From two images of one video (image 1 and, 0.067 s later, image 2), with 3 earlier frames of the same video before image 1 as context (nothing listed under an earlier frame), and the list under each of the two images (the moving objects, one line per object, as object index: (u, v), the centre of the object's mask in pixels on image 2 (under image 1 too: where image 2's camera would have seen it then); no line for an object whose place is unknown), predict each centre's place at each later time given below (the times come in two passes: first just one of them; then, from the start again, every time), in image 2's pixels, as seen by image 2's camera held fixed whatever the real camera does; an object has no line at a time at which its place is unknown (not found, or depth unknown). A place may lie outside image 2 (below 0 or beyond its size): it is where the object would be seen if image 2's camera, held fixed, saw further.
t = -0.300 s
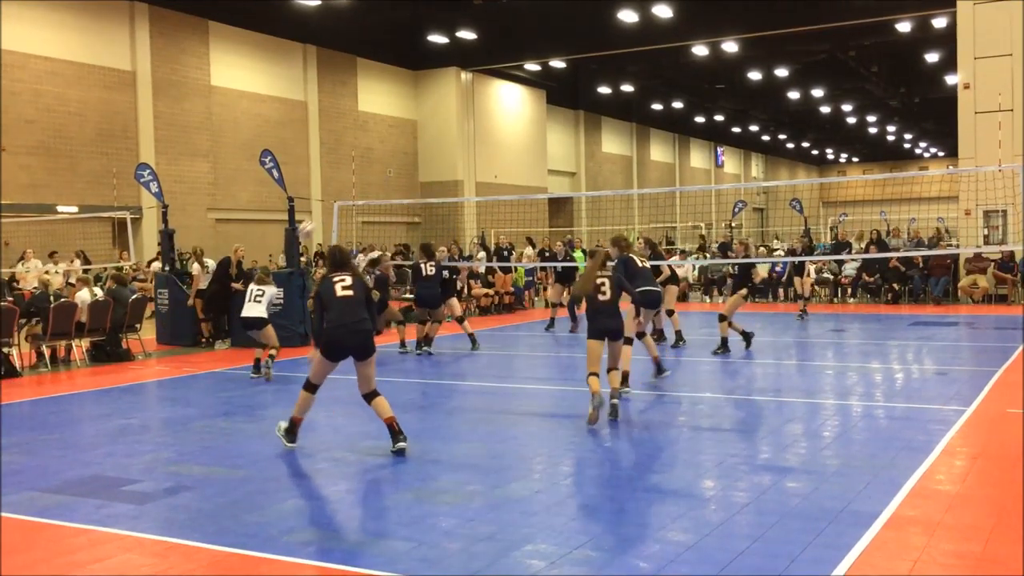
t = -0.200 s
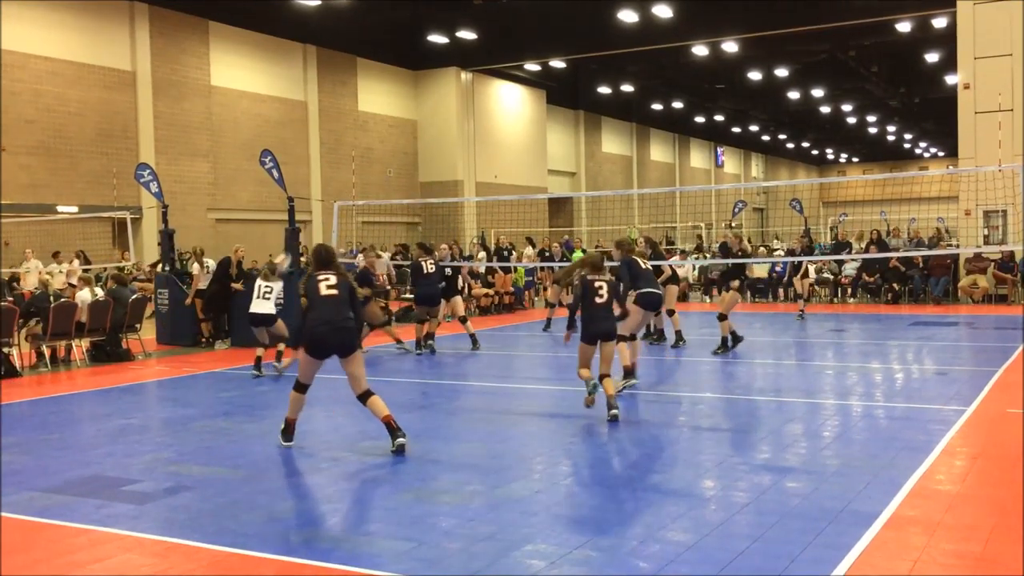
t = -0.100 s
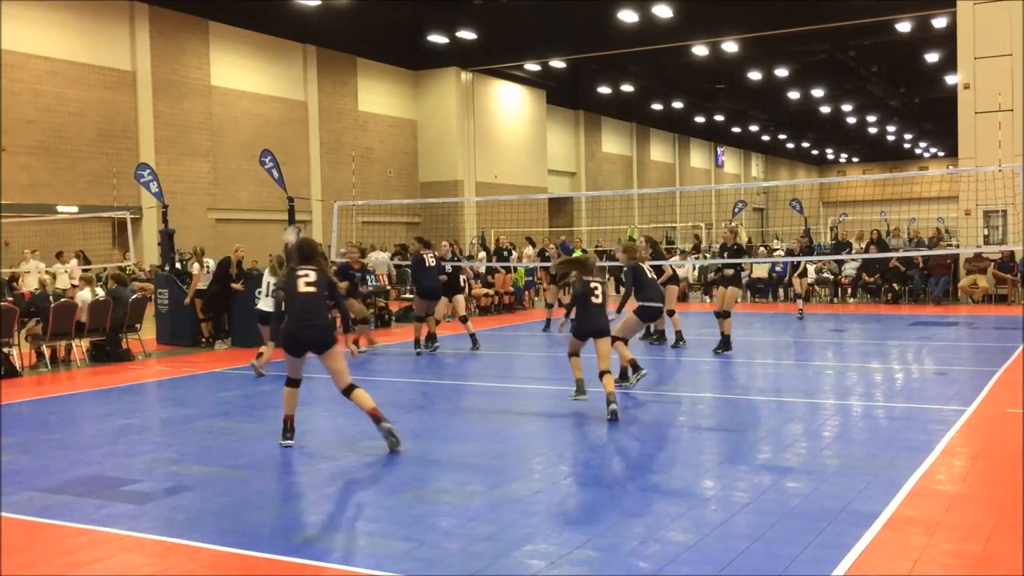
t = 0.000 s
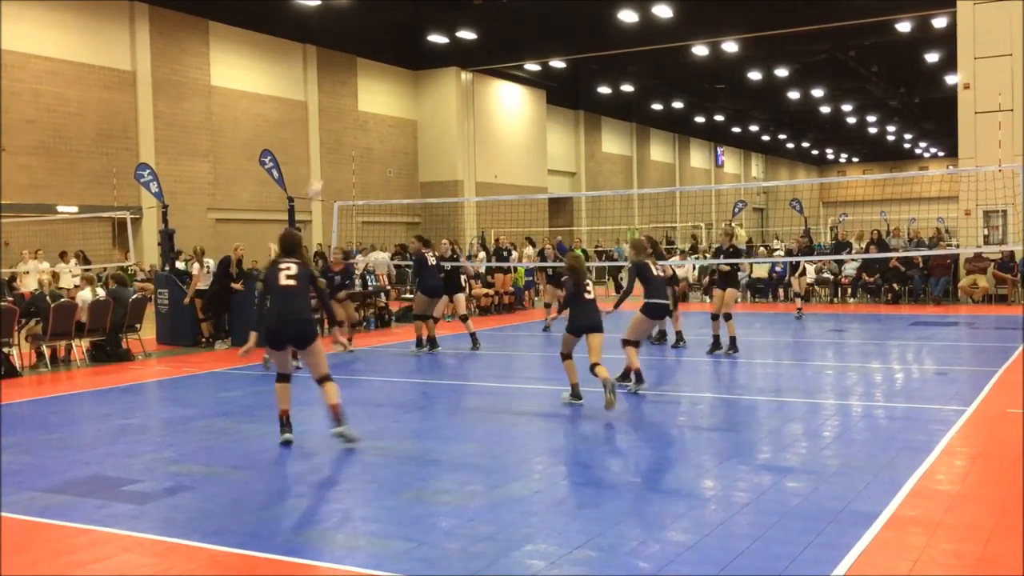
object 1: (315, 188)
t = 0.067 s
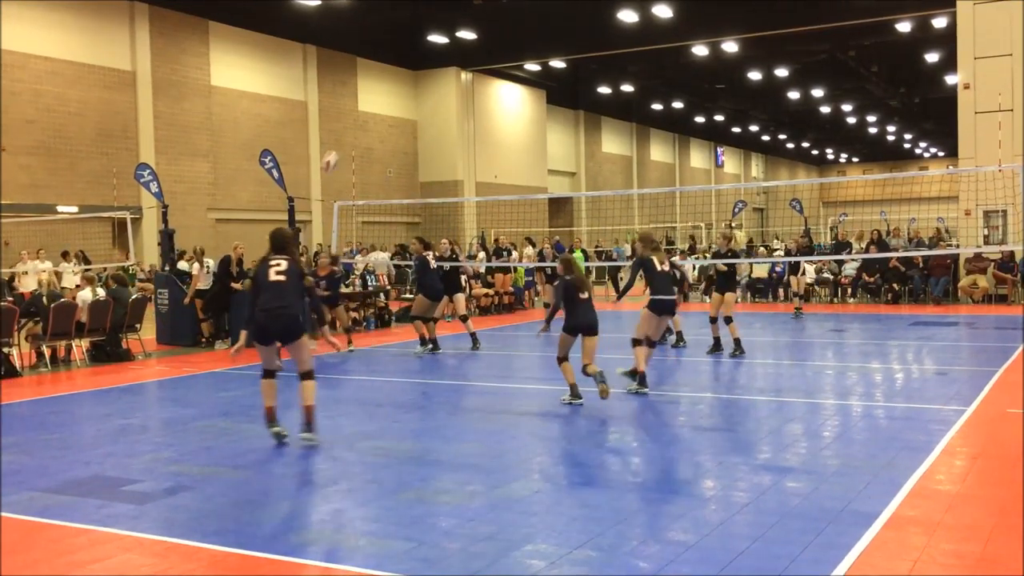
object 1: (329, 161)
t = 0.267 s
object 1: (377, 98)
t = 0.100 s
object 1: (337, 149)
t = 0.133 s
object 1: (345, 136)
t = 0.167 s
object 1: (353, 125)
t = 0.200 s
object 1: (360, 117)
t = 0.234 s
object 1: (370, 106)
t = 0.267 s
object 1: (377, 98)
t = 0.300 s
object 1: (384, 91)
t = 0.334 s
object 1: (393, 83)
